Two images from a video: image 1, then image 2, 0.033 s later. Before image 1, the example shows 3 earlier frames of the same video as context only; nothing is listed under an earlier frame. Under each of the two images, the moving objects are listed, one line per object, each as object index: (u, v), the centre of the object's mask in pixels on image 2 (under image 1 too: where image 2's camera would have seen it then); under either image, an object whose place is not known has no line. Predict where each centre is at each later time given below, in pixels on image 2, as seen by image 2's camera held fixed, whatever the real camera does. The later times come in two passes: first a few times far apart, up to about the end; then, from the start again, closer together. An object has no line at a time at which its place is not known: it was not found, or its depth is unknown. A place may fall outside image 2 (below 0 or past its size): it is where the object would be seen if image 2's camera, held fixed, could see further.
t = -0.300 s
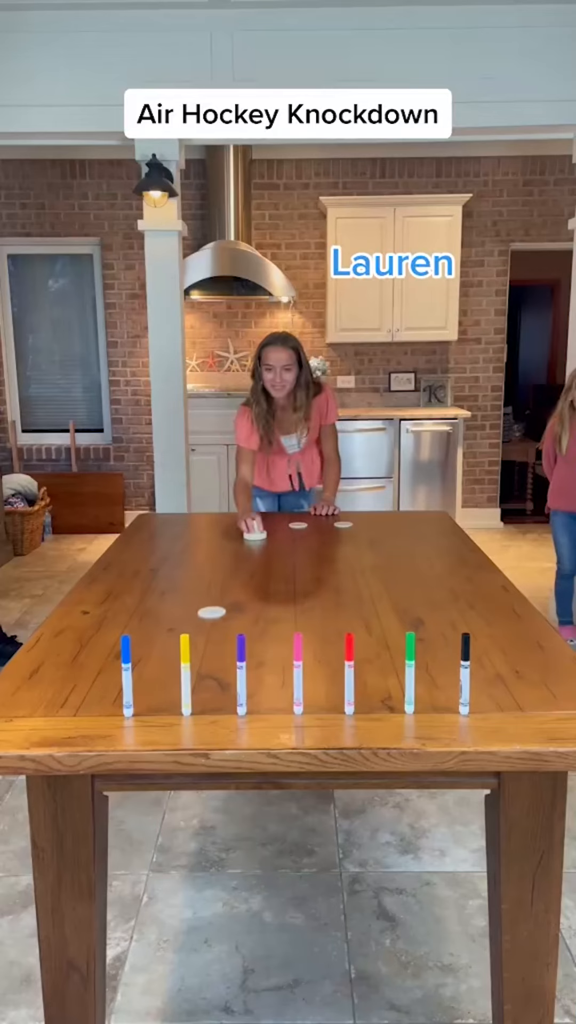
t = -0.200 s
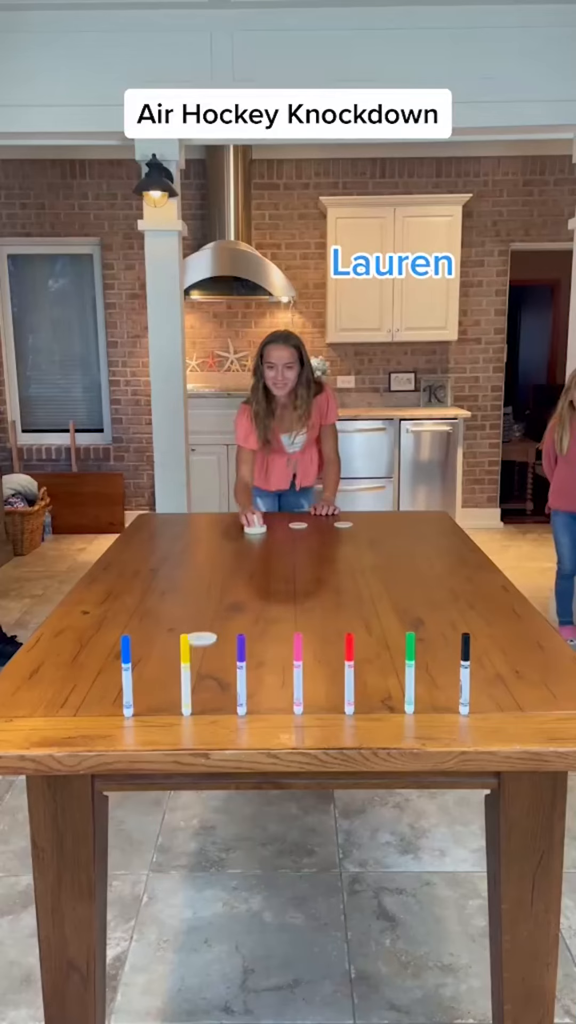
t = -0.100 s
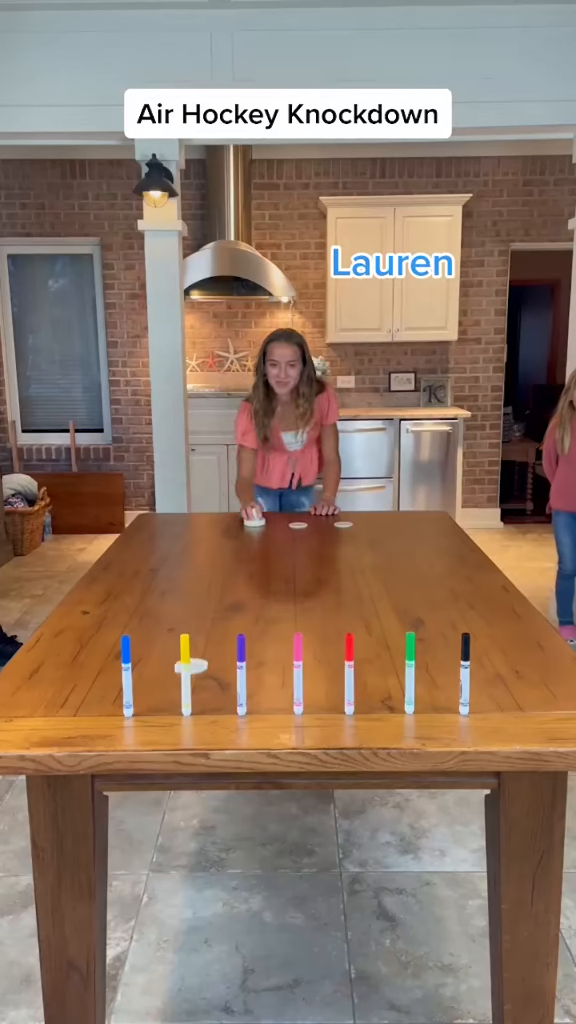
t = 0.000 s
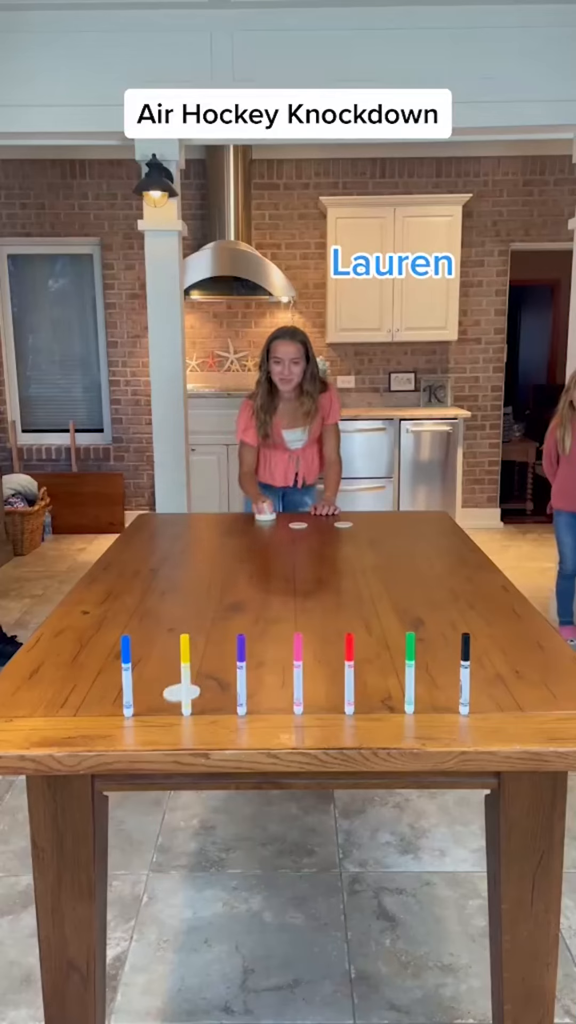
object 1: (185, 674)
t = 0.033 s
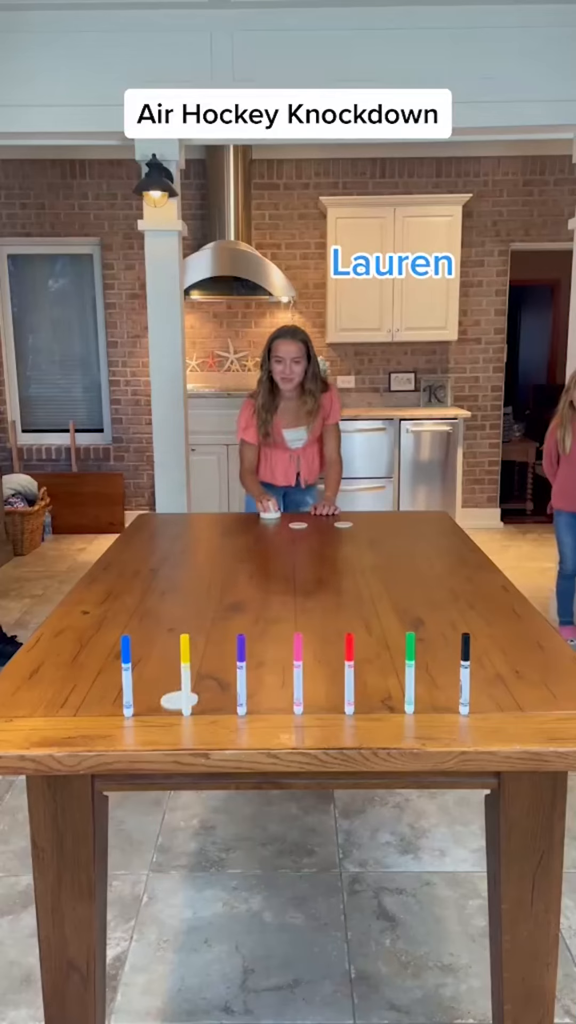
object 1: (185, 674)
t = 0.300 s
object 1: (188, 708)
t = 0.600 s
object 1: (191, 710)
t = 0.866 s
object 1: (191, 709)
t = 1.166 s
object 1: (223, 758)
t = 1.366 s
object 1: (283, 1007)
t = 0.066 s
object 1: (186, 675)
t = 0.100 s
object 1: (186, 677)
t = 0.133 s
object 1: (187, 679)
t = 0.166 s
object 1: (187, 682)
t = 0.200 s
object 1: (187, 687)
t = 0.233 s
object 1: (187, 697)
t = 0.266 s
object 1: (188, 711)
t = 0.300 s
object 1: (188, 708)
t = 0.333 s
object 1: (188, 708)
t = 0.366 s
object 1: (189, 710)
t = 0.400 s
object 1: (189, 710)
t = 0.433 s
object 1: (189, 710)
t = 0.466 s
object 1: (190, 710)
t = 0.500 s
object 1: (190, 710)
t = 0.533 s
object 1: (190, 710)
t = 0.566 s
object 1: (191, 710)
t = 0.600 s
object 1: (191, 710)
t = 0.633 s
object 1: (191, 709)
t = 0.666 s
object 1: (191, 709)
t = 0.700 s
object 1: (191, 709)
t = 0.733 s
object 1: (191, 709)
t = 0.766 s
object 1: (192, 709)
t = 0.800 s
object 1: (192, 709)
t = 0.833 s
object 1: (192, 709)
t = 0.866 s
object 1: (191, 709)
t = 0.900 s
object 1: (191, 709)
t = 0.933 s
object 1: (191, 709)
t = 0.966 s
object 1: (191, 709)
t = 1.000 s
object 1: (191, 710)
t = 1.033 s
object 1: (192, 716)
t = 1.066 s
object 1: (198, 724)
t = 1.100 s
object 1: (205, 734)
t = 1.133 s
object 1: (214, 743)
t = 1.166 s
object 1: (223, 758)
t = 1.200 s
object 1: (232, 779)
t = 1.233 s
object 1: (241, 808)
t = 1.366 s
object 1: (283, 1007)
